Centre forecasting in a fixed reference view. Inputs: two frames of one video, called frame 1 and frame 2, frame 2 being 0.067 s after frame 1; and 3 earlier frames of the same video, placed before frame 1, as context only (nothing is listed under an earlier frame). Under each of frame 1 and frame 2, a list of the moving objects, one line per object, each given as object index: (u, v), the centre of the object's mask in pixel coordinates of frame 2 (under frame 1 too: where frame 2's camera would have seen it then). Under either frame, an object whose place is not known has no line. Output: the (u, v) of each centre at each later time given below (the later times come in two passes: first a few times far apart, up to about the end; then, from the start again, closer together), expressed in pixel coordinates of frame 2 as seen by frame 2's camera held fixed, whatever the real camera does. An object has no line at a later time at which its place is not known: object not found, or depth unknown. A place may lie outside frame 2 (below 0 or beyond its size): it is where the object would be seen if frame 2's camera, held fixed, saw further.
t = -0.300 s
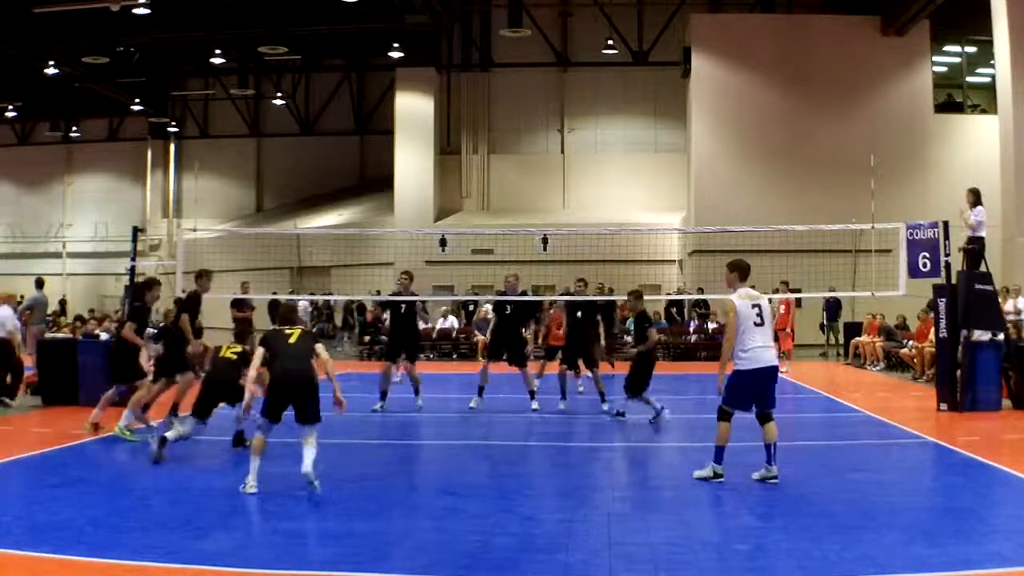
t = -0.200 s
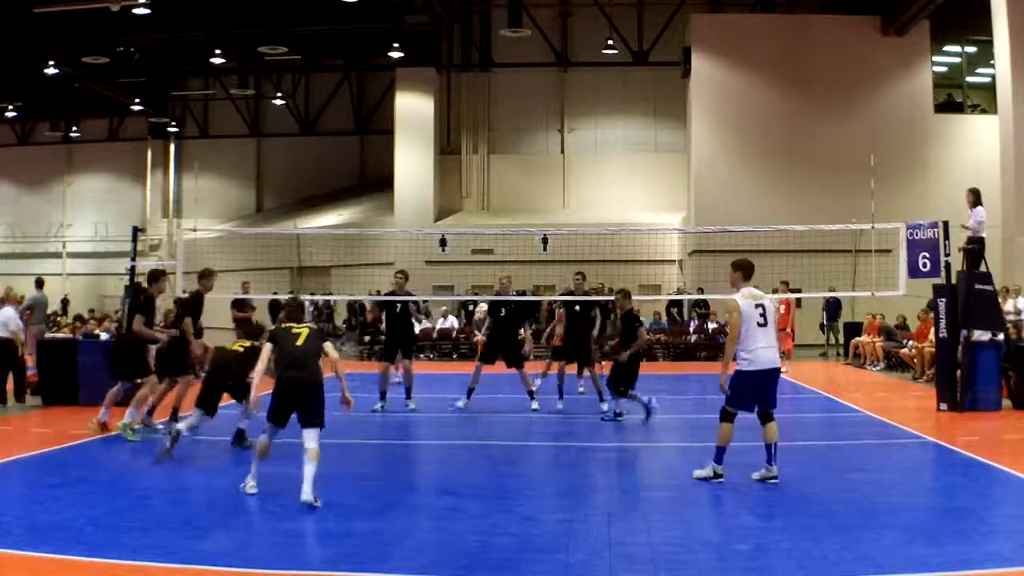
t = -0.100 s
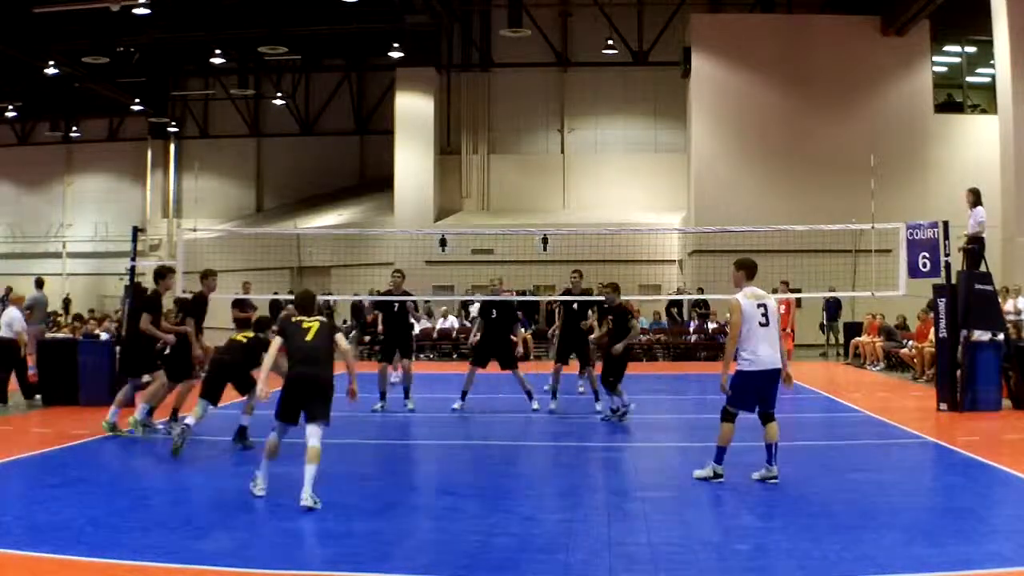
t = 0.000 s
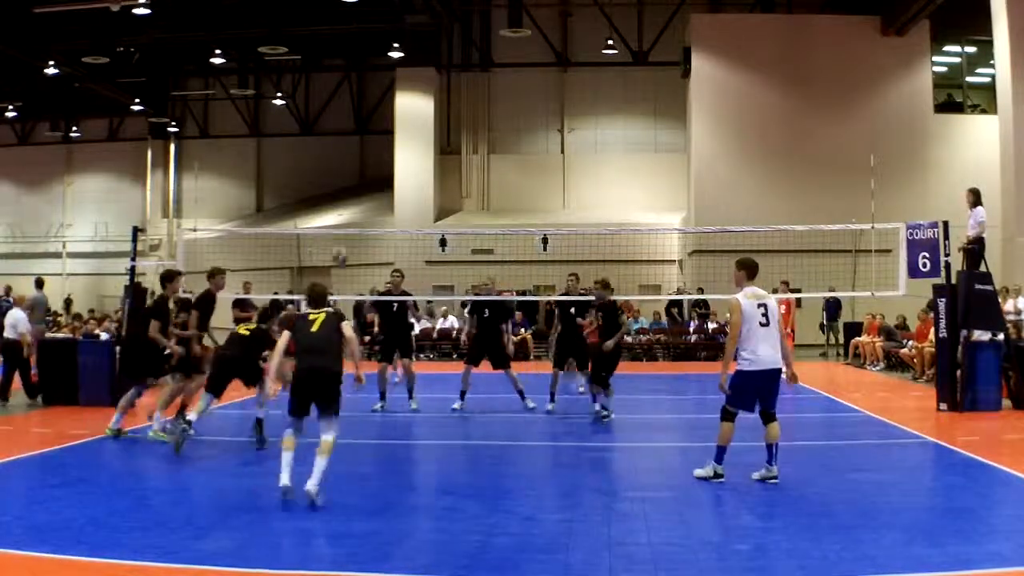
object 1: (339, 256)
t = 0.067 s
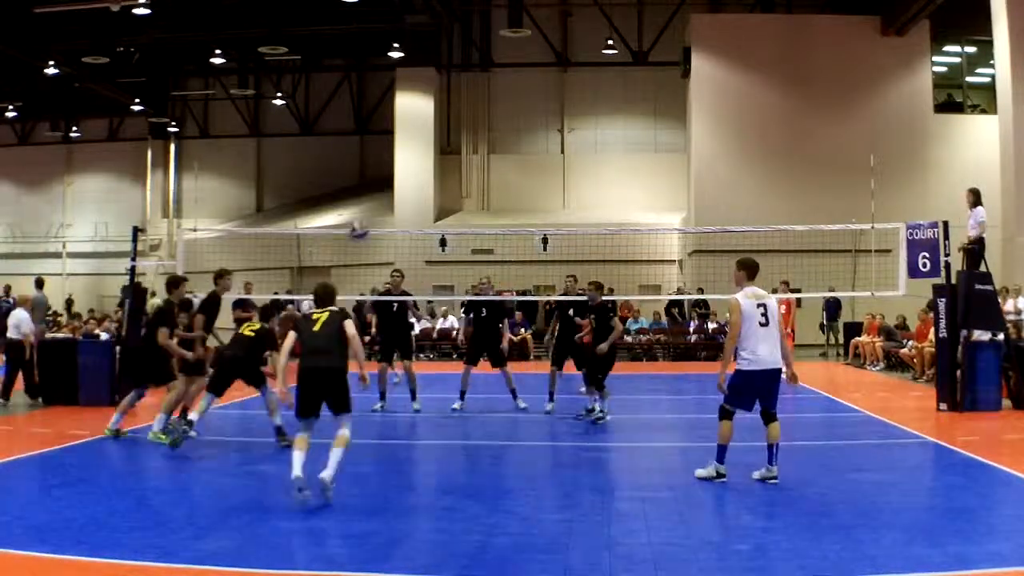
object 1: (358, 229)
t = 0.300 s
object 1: (421, 178)
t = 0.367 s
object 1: (440, 168)
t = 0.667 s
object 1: (511, 188)
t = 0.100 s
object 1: (368, 223)
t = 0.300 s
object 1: (421, 178)
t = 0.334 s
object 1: (430, 175)
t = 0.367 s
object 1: (440, 168)
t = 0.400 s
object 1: (446, 168)
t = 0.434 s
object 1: (455, 169)
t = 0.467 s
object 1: (465, 166)
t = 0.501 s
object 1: (472, 169)
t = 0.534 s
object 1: (479, 172)
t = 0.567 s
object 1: (488, 174)
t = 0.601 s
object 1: (496, 178)
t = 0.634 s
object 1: (504, 185)
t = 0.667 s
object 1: (511, 188)
